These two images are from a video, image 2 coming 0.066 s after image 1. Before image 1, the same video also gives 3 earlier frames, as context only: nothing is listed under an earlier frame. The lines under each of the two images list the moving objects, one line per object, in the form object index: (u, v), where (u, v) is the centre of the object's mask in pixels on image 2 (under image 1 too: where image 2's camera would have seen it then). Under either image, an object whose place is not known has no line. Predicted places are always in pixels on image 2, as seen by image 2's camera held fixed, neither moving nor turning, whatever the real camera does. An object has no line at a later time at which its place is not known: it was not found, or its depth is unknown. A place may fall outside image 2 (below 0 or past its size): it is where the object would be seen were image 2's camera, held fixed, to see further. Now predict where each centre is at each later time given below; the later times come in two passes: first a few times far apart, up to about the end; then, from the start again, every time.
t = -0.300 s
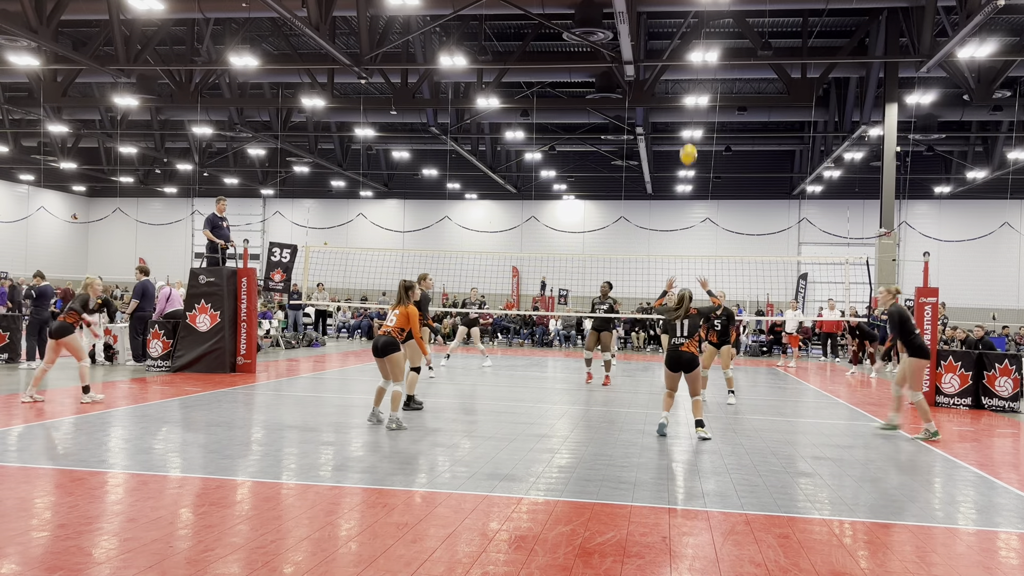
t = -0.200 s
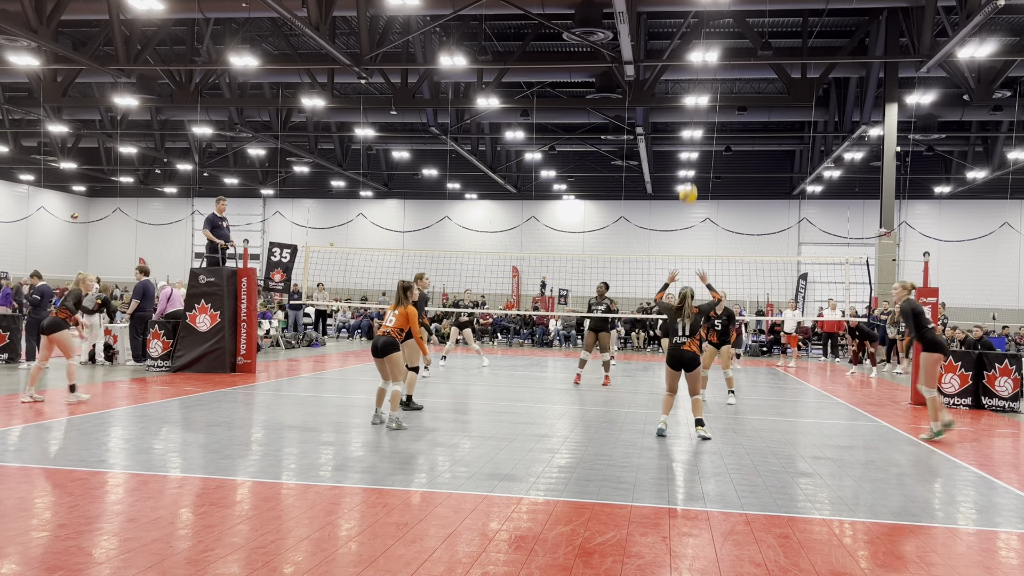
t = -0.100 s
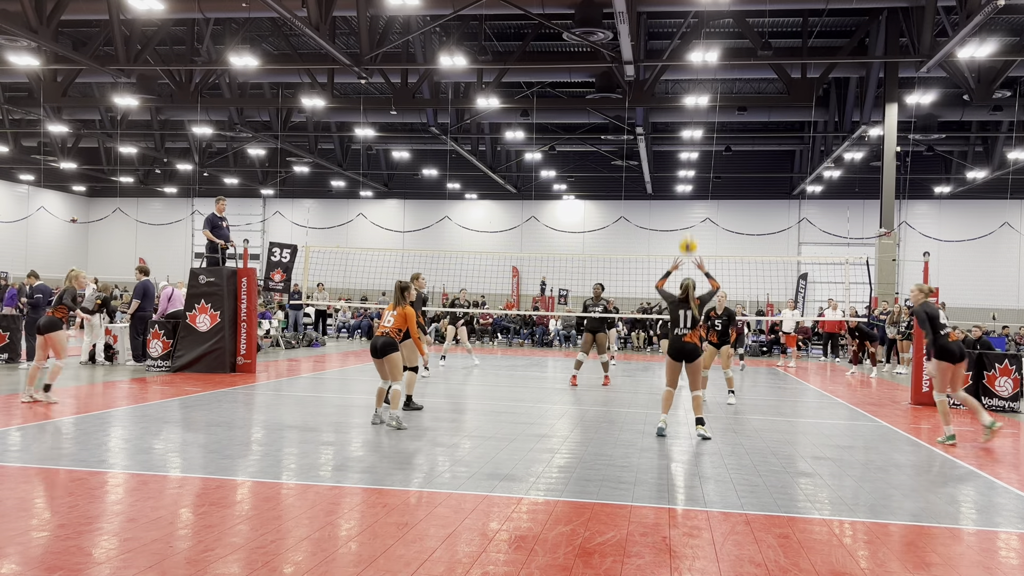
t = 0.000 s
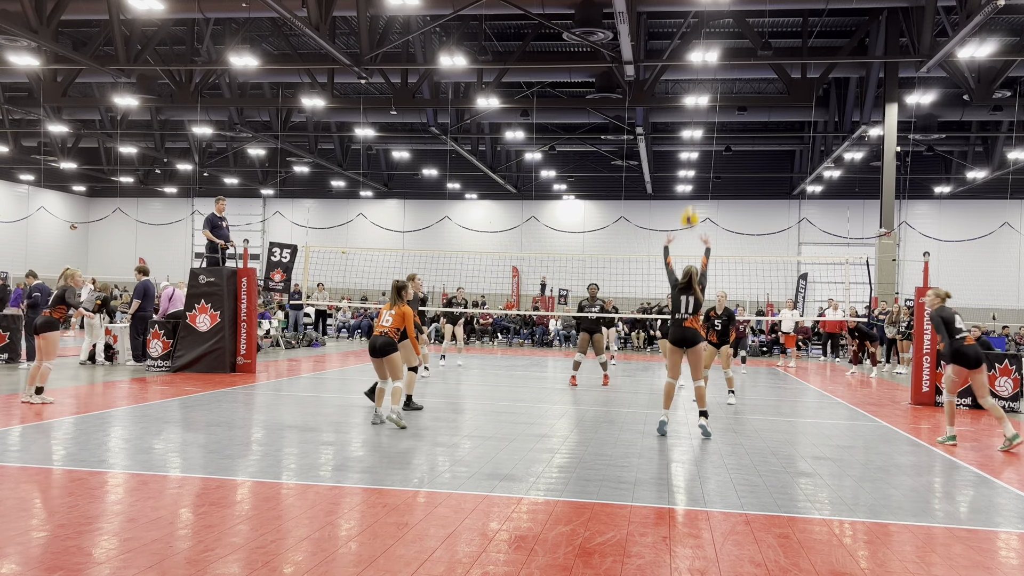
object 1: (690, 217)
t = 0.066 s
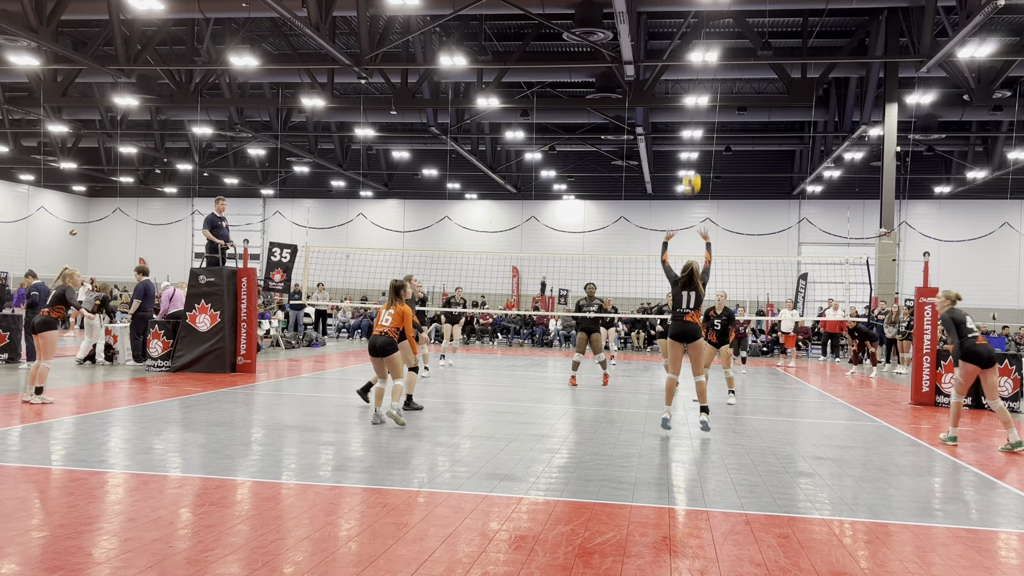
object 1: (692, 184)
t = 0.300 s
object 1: (697, 99)
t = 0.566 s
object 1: (699, 68)
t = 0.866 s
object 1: (700, 96)
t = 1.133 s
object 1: (698, 167)
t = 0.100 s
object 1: (693, 167)
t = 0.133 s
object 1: (694, 152)
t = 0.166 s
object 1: (694, 142)
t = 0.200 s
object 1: (695, 126)
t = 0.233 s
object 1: (695, 117)
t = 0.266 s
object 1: (696, 110)
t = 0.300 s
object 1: (697, 99)
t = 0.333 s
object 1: (697, 90)
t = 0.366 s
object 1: (697, 85)
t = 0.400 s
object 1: (698, 80)
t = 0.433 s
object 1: (698, 76)
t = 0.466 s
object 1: (698, 72)
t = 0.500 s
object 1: (699, 70)
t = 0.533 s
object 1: (699, 69)
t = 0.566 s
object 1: (699, 68)
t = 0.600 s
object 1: (699, 68)
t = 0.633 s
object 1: (699, 69)
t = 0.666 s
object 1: (699, 71)
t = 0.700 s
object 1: (699, 73)
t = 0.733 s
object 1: (699, 76)
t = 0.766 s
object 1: (699, 80)
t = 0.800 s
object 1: (699, 85)
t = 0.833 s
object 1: (699, 90)
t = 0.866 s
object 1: (700, 96)
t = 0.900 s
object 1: (699, 103)
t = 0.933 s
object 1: (699, 111)
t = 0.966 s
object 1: (698, 119)
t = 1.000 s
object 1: (699, 126)
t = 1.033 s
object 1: (698, 137)
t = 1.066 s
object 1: (698, 147)
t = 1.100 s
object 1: (698, 157)
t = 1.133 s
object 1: (698, 167)
